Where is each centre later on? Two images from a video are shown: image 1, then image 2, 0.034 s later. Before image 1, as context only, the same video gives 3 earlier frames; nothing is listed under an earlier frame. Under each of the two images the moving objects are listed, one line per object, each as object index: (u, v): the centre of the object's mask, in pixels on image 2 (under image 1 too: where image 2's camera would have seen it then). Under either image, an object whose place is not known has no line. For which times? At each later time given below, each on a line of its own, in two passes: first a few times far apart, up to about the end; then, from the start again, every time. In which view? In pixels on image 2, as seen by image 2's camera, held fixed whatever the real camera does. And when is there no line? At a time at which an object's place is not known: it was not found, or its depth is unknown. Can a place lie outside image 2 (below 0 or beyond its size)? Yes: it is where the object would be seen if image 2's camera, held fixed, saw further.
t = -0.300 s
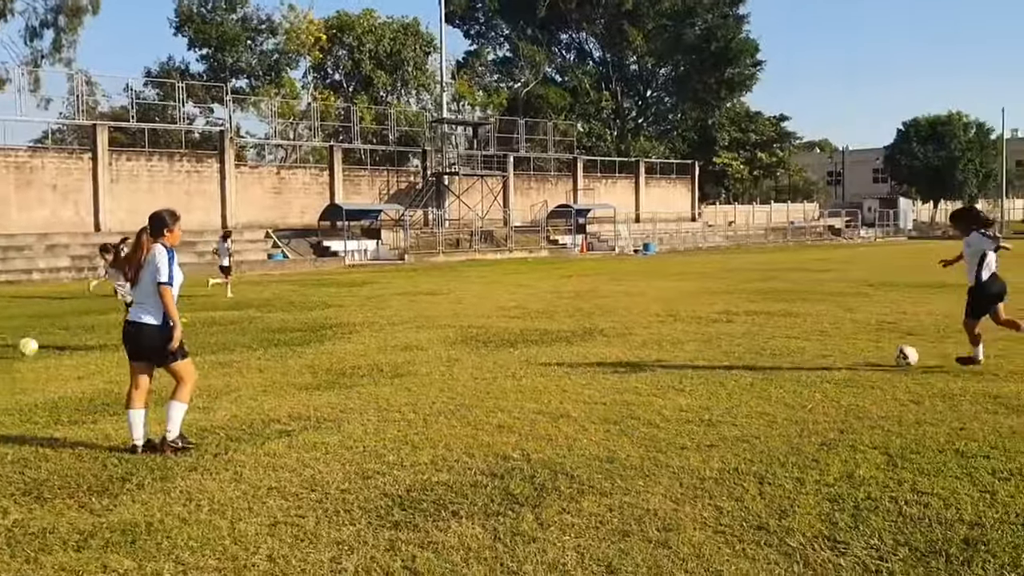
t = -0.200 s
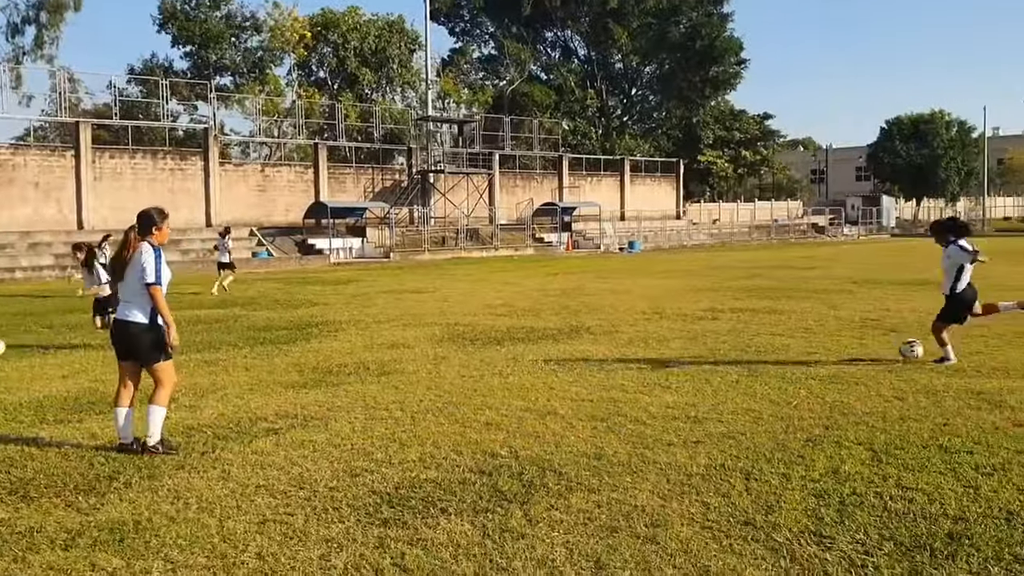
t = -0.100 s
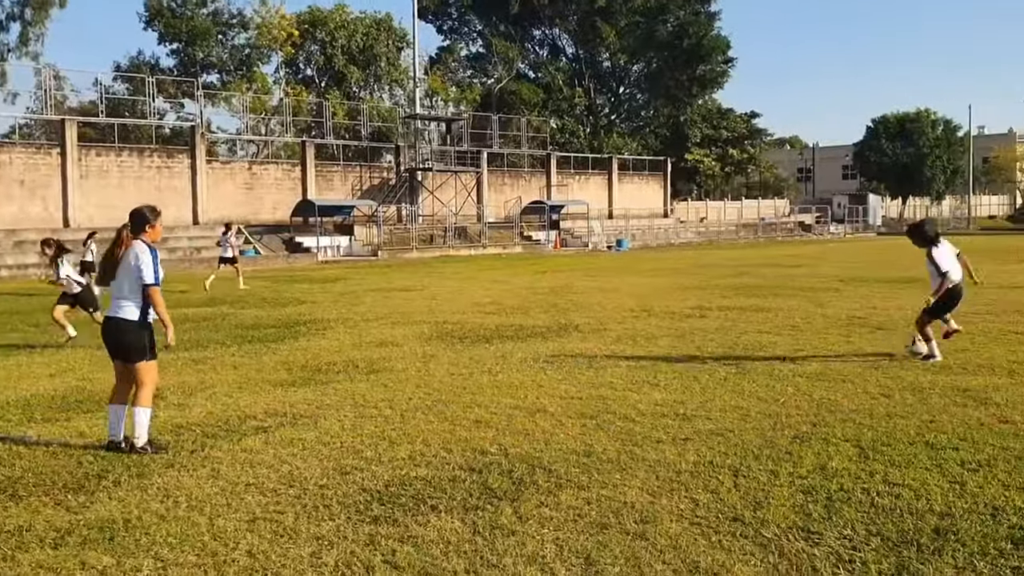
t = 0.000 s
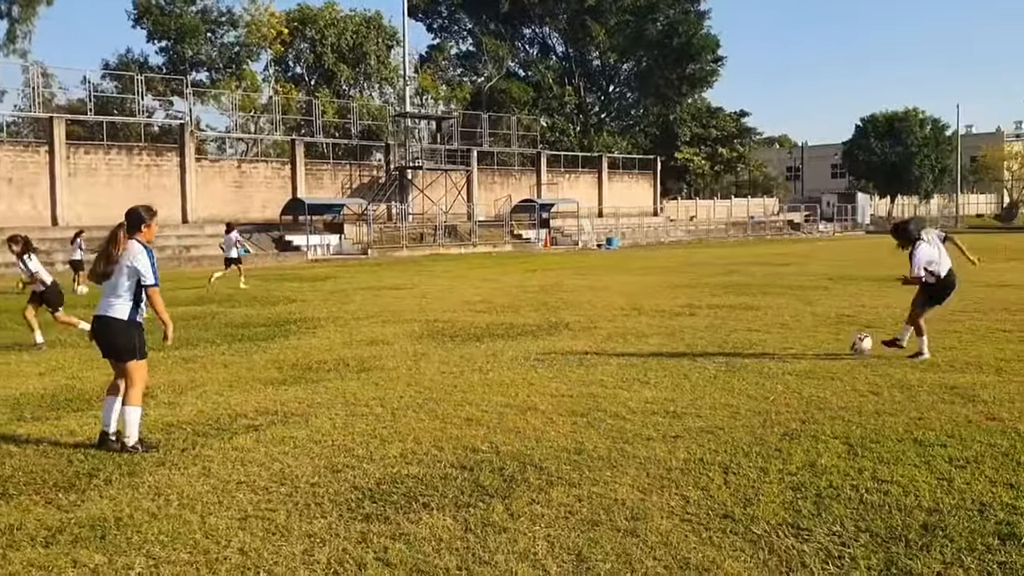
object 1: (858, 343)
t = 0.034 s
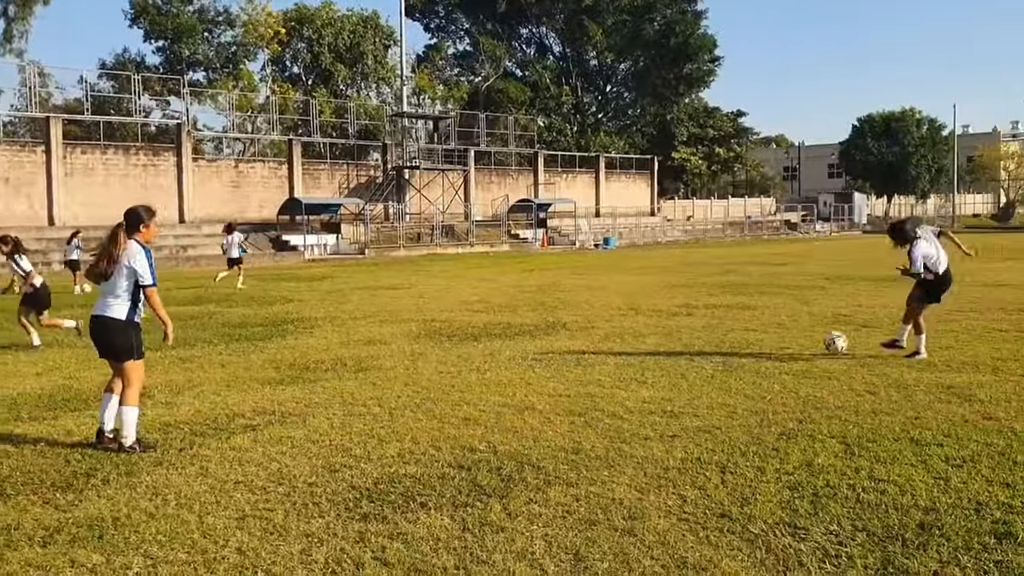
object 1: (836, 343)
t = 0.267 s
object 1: (668, 369)
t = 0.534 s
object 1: (487, 381)
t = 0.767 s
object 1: (325, 402)
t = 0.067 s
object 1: (814, 342)
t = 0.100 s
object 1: (791, 344)
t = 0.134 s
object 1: (767, 348)
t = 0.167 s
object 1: (744, 353)
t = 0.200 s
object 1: (719, 358)
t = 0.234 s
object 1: (693, 365)
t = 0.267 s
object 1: (668, 369)
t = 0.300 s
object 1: (648, 370)
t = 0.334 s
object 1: (625, 369)
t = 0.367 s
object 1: (602, 372)
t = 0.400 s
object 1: (579, 375)
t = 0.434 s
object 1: (554, 380)
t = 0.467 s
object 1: (530, 385)
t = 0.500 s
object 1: (508, 384)
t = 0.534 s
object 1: (487, 381)
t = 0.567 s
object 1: (467, 379)
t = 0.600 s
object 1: (444, 378)
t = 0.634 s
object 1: (420, 381)
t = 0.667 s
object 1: (398, 382)
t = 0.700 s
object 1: (374, 387)
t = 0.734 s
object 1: (350, 394)
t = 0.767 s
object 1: (325, 402)
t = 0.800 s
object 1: (299, 409)
